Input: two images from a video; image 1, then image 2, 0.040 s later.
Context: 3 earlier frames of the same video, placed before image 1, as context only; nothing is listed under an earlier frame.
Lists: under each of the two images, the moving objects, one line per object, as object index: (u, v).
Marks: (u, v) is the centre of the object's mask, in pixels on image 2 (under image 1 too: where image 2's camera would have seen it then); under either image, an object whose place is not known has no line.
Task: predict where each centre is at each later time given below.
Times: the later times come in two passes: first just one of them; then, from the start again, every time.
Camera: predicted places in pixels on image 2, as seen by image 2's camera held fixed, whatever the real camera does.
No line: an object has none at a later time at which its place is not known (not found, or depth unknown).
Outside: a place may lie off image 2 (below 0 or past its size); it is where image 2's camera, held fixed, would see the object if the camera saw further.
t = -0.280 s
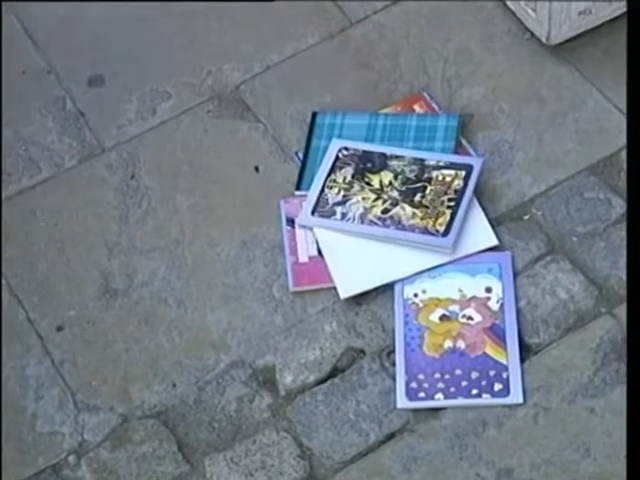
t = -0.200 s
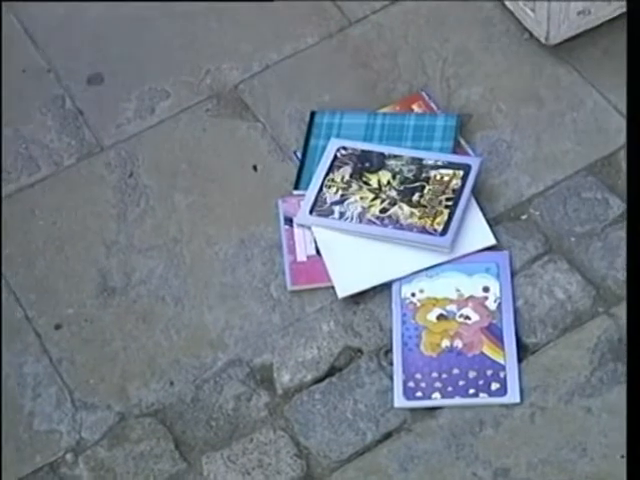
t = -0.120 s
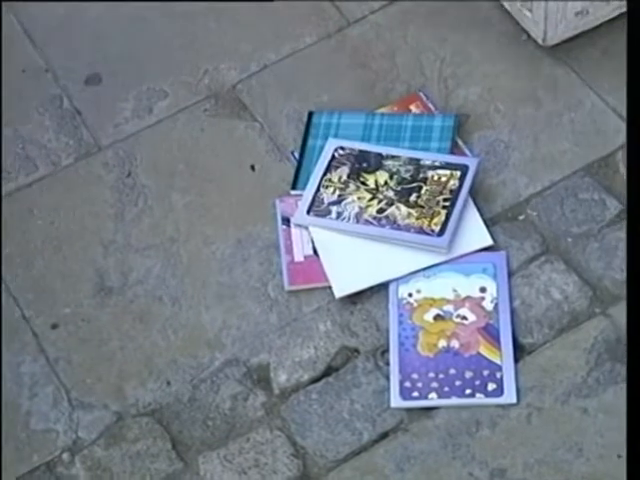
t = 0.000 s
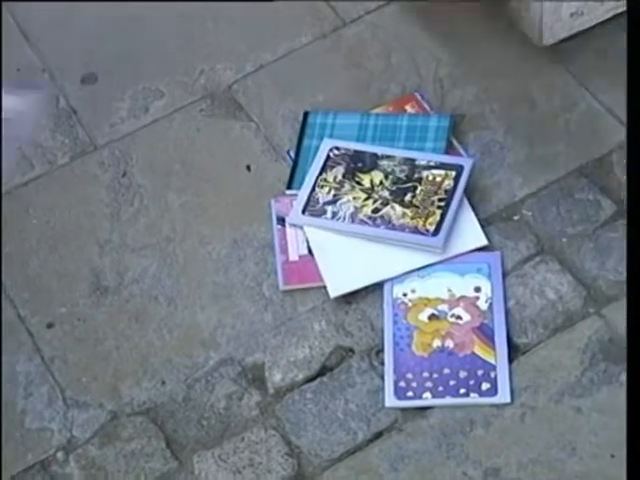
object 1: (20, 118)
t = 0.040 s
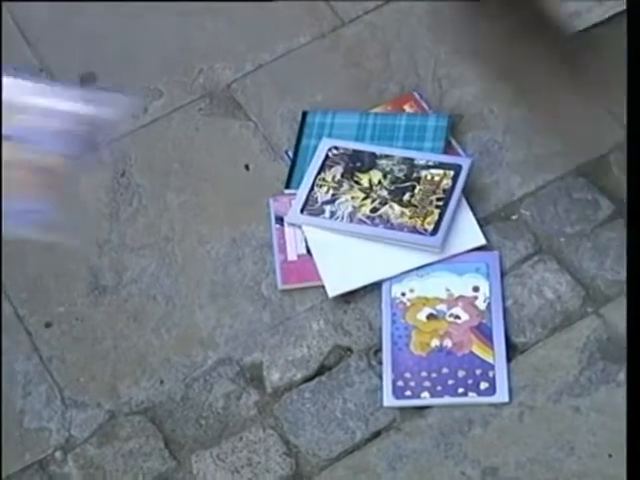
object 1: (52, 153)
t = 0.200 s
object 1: (320, 253)
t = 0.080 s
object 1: (97, 163)
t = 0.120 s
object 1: (165, 181)
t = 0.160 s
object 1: (235, 210)
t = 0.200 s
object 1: (320, 253)
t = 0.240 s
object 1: (374, 292)
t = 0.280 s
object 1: (411, 289)
